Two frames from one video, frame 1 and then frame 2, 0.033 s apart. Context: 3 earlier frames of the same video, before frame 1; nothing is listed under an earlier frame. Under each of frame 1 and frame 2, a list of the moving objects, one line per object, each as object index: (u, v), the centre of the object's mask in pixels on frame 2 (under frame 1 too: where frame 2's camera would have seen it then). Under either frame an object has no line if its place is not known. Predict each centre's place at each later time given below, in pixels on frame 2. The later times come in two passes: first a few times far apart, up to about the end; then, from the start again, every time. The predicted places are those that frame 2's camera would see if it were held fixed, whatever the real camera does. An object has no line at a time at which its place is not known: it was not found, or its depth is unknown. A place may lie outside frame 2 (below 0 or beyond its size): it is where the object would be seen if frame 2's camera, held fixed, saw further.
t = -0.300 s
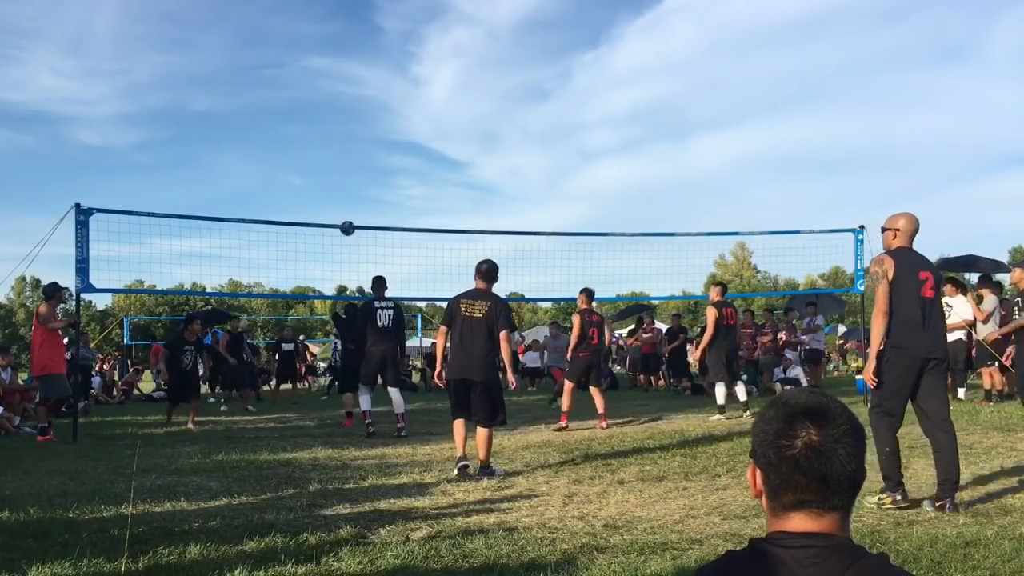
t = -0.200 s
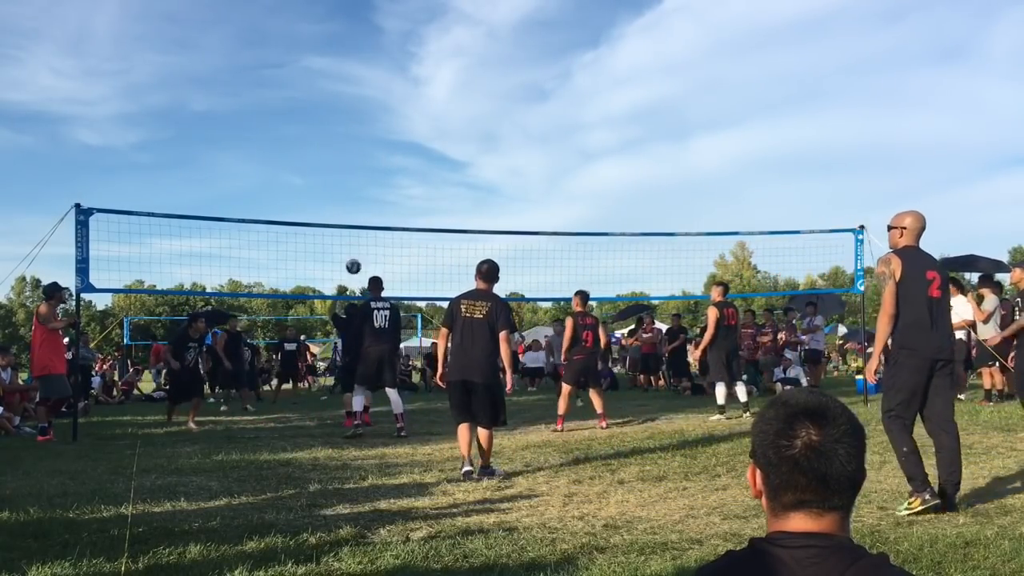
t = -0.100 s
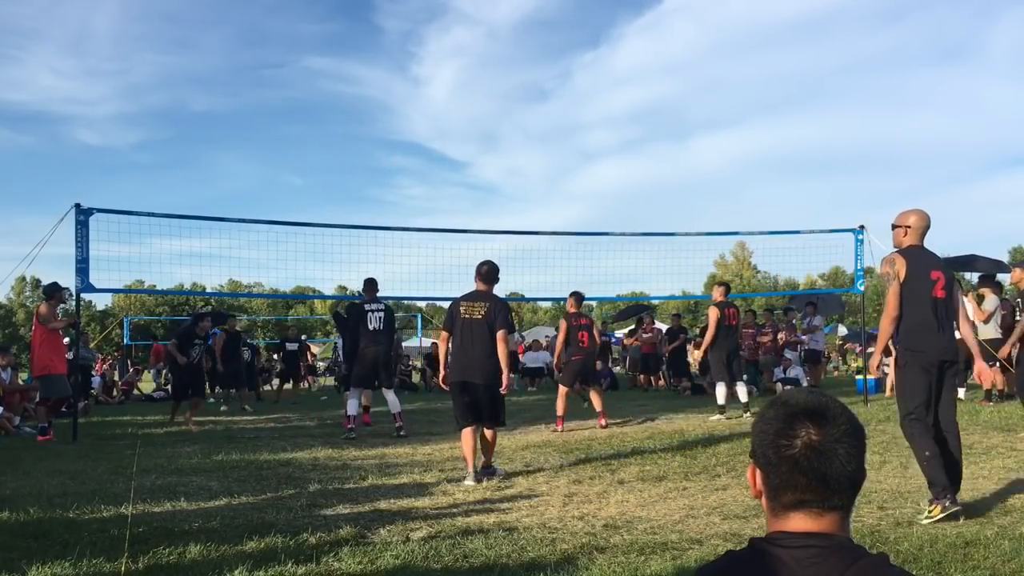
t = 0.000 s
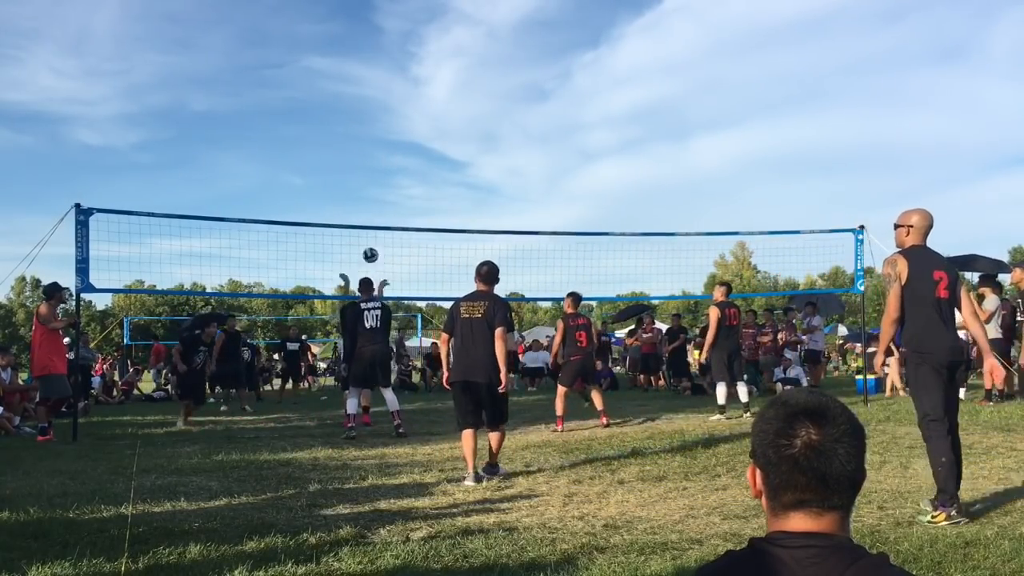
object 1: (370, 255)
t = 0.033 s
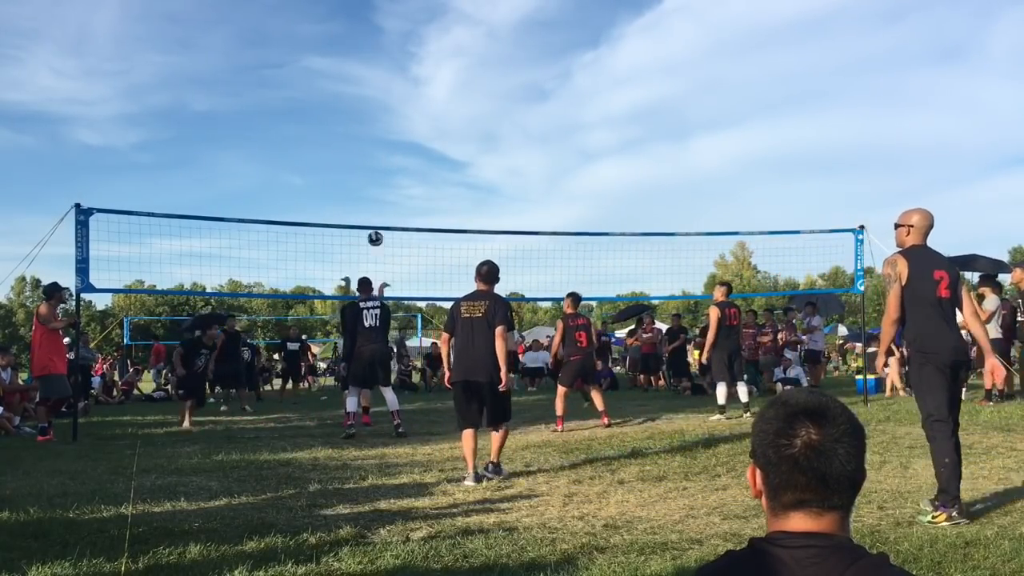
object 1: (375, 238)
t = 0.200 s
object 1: (401, 168)
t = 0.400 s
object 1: (433, 111)
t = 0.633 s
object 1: (472, 83)
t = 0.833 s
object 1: (506, 91)
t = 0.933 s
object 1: (523, 106)
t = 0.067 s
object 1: (380, 221)
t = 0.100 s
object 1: (385, 208)
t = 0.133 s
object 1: (390, 193)
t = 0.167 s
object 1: (395, 180)
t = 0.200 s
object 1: (401, 168)
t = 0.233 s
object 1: (406, 157)
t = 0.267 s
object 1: (411, 146)
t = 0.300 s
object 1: (417, 136)
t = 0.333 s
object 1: (422, 127)
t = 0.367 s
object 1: (427, 119)
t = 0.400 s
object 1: (433, 111)
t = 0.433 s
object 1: (438, 105)
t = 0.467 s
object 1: (444, 99)
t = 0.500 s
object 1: (449, 94)
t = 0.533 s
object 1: (455, 90)
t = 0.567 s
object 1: (460, 87)
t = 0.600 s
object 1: (466, 85)
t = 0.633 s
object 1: (472, 83)
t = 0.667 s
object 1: (477, 82)
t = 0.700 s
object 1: (483, 82)
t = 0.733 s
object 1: (489, 83)
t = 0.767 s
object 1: (495, 85)
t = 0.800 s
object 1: (500, 87)
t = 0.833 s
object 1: (506, 91)
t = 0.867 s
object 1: (511, 95)
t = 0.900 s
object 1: (517, 100)
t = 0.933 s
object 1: (523, 106)
